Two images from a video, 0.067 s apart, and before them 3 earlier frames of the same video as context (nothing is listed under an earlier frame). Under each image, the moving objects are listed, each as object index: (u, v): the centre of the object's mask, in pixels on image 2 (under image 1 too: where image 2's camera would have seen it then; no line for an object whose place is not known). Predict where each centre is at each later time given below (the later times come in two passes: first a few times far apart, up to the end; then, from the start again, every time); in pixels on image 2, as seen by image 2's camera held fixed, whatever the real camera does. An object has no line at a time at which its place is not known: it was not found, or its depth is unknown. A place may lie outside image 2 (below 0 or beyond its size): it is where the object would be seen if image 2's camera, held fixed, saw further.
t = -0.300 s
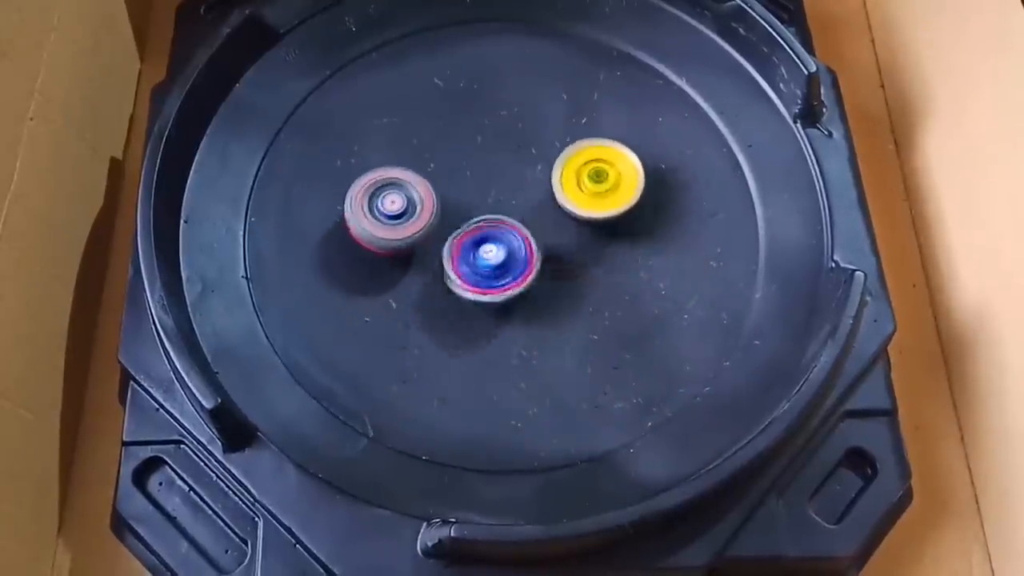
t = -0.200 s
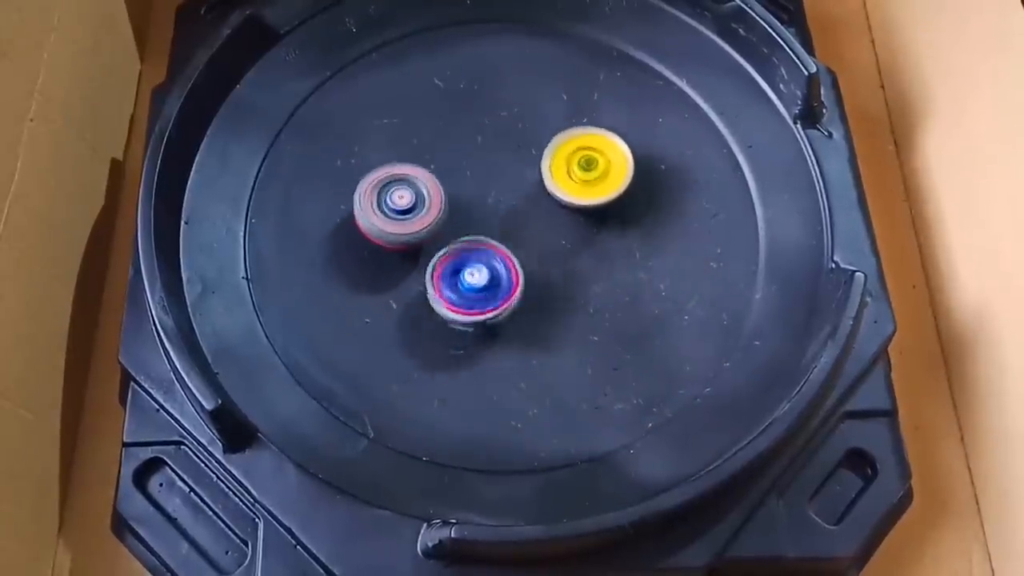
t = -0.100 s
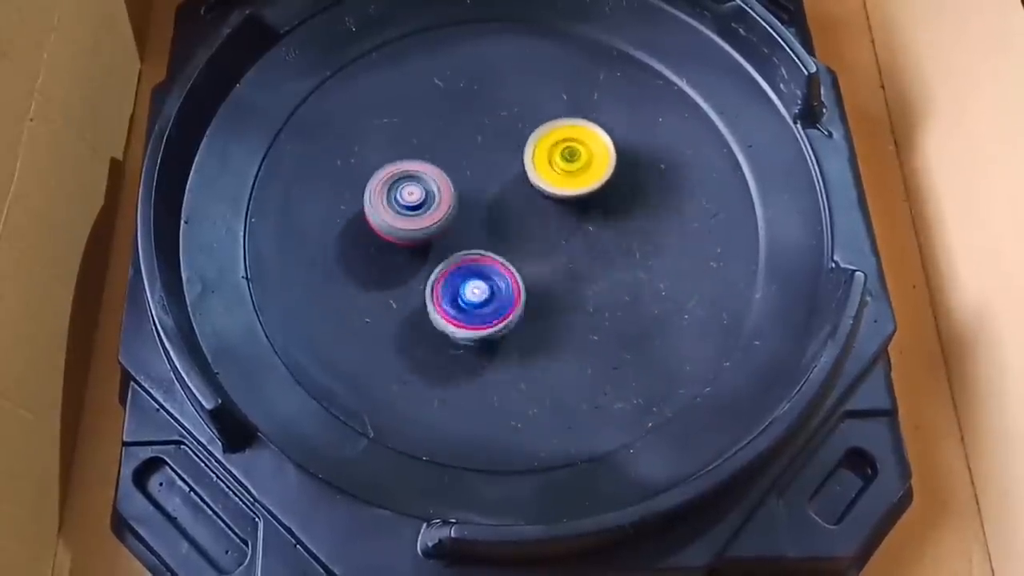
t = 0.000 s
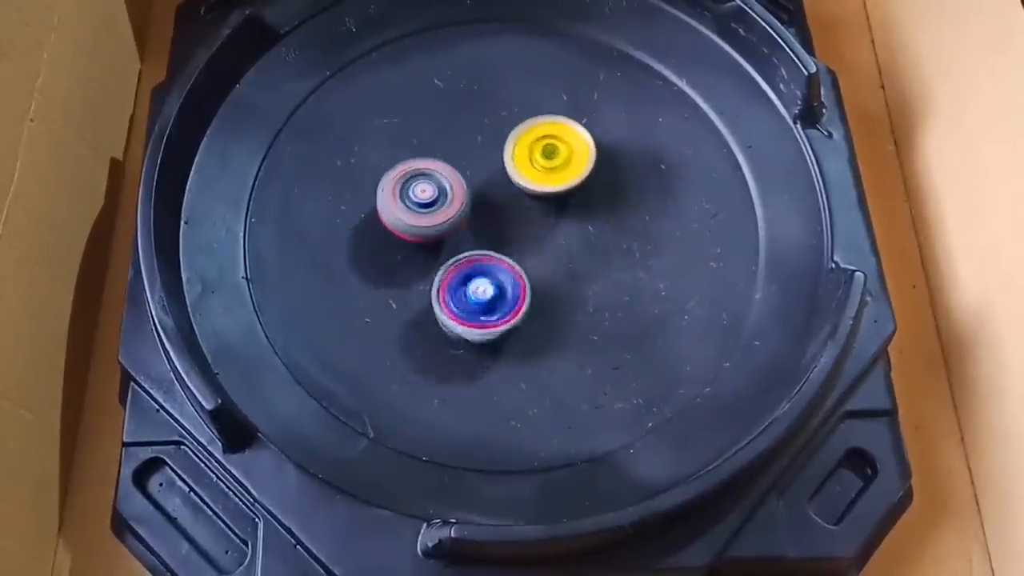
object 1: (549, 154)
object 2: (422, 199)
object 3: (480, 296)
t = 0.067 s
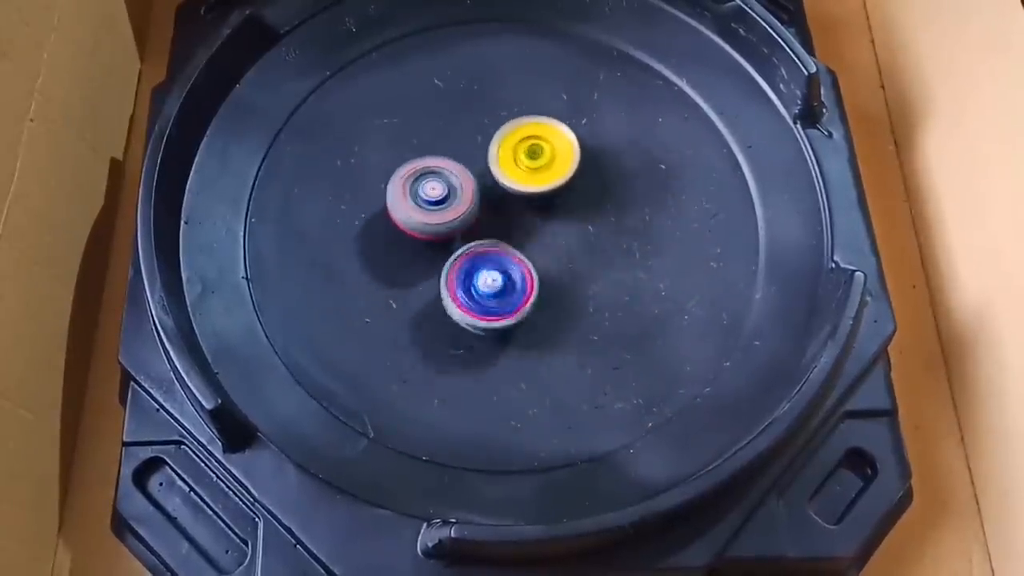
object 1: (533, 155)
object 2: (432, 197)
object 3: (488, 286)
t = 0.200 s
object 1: (527, 150)
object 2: (410, 205)
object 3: (493, 257)
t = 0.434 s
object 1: (509, 126)
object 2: (371, 208)
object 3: (528, 218)
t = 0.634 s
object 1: (479, 110)
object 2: (377, 206)
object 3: (553, 197)
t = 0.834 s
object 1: (452, 127)
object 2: (400, 208)
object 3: (559, 199)
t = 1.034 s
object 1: (482, 141)
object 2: (408, 238)
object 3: (544, 214)
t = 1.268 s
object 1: (510, 147)
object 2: (439, 235)
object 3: (539, 263)
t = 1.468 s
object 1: (533, 162)
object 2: (463, 221)
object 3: (510, 294)
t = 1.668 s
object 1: (583, 160)
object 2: (411, 240)
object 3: (488, 313)
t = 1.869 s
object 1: (601, 176)
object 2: (405, 225)
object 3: (484, 290)
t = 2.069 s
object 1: (601, 200)
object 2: (371, 194)
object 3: (501, 273)
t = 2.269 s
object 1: (605, 212)
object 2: (374, 184)
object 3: (508, 274)
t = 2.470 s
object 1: (605, 208)
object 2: (391, 185)
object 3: (498, 277)
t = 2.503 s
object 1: (600, 207)
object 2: (395, 186)
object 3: (495, 274)
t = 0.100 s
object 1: (526, 156)
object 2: (437, 196)
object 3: (490, 277)
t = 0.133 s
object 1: (525, 154)
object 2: (433, 199)
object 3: (490, 268)
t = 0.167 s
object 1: (529, 151)
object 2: (419, 203)
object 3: (490, 263)
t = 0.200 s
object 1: (527, 150)
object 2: (410, 205)
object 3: (493, 257)
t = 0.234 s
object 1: (522, 149)
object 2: (407, 206)
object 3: (496, 251)
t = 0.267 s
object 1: (518, 150)
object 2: (407, 206)
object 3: (497, 243)
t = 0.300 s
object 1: (514, 151)
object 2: (408, 206)
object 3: (499, 236)
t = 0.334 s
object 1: (513, 142)
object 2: (395, 206)
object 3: (507, 233)
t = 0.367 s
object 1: (513, 134)
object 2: (380, 208)
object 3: (514, 229)
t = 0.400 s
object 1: (511, 128)
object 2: (372, 208)
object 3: (523, 224)
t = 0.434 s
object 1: (509, 126)
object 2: (371, 208)
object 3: (528, 218)
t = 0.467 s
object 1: (506, 123)
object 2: (370, 207)
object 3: (534, 212)
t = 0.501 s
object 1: (502, 121)
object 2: (371, 206)
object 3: (537, 204)
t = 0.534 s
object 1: (498, 121)
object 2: (371, 206)
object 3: (541, 197)
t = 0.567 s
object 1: (490, 115)
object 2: (373, 206)
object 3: (544, 196)
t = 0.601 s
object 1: (484, 112)
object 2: (375, 206)
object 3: (549, 196)
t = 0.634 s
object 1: (479, 110)
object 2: (377, 206)
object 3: (553, 197)
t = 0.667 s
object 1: (473, 111)
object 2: (380, 206)
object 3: (554, 197)
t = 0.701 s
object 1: (467, 111)
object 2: (383, 206)
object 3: (557, 196)
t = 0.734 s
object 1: (462, 113)
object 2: (388, 207)
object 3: (558, 197)
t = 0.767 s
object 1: (457, 117)
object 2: (391, 207)
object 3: (560, 198)
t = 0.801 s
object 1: (454, 121)
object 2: (396, 208)
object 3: (560, 199)
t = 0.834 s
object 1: (452, 127)
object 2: (400, 208)
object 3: (559, 199)
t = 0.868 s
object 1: (451, 133)
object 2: (405, 209)
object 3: (558, 200)
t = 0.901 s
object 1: (458, 132)
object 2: (401, 218)
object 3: (556, 202)
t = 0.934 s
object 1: (466, 132)
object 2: (398, 228)
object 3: (553, 204)
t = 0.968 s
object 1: (472, 135)
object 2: (400, 235)
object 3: (550, 207)
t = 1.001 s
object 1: (477, 138)
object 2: (404, 237)
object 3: (547, 211)
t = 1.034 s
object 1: (482, 141)
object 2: (408, 238)
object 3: (544, 214)
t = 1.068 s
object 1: (487, 145)
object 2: (411, 238)
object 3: (542, 218)
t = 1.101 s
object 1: (492, 148)
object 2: (415, 240)
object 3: (541, 227)
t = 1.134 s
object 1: (494, 144)
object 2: (419, 239)
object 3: (541, 237)
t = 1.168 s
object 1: (498, 144)
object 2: (424, 238)
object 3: (540, 240)
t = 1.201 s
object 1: (502, 144)
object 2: (429, 238)
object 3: (544, 244)
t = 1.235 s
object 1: (506, 146)
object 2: (433, 237)
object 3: (543, 256)
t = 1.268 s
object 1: (510, 147)
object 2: (439, 235)
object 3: (539, 263)
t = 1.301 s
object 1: (515, 149)
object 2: (443, 233)
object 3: (538, 267)
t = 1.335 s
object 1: (519, 150)
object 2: (447, 230)
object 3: (536, 273)
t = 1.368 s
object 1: (523, 154)
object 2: (452, 229)
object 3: (529, 281)
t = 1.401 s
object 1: (526, 156)
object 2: (455, 227)
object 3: (523, 286)
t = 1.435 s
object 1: (530, 159)
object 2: (460, 224)
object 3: (518, 288)
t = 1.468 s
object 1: (533, 162)
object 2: (463, 221)
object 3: (510, 294)
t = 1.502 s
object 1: (544, 158)
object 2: (452, 227)
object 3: (504, 298)
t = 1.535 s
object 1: (558, 156)
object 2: (438, 235)
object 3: (499, 303)
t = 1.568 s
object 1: (567, 157)
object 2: (425, 239)
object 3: (493, 306)
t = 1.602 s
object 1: (574, 158)
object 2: (416, 241)
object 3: (492, 309)
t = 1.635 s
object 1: (578, 159)
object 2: (412, 241)
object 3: (489, 312)
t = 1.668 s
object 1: (583, 160)
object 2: (411, 240)
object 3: (488, 313)
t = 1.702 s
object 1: (587, 162)
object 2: (410, 238)
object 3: (488, 313)
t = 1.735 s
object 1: (591, 164)
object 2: (409, 235)
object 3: (488, 309)
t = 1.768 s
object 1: (595, 166)
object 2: (408, 232)
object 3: (487, 306)
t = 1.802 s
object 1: (597, 170)
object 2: (407, 230)
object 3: (486, 300)
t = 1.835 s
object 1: (600, 173)
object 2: (406, 227)
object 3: (485, 295)
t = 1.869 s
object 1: (601, 176)
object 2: (405, 225)
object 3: (484, 290)
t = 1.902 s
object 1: (603, 180)
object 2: (405, 223)
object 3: (482, 284)
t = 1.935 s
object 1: (603, 183)
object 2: (404, 221)
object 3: (480, 276)
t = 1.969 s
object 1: (604, 188)
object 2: (390, 211)
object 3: (492, 277)
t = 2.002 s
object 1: (603, 192)
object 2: (378, 201)
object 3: (497, 281)
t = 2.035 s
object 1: (602, 196)
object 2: (373, 196)
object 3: (496, 279)
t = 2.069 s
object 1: (601, 200)
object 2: (371, 194)
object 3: (501, 273)
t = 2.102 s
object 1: (599, 204)
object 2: (370, 192)
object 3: (512, 272)
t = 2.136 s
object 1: (596, 209)
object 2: (370, 190)
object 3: (520, 276)
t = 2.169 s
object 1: (593, 213)
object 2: (370, 188)
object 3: (519, 277)
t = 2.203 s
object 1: (593, 215)
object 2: (371, 186)
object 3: (517, 274)
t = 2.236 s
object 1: (601, 212)
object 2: (372, 185)
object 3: (507, 274)
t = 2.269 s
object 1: (605, 212)
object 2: (374, 184)
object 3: (508, 274)
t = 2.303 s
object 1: (608, 211)
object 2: (375, 184)
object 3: (511, 277)
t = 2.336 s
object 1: (610, 210)
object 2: (378, 184)
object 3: (507, 279)
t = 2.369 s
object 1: (610, 210)
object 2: (381, 184)
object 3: (503, 280)
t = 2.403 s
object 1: (609, 209)
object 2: (384, 184)
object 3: (501, 277)
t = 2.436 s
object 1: (607, 208)
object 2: (387, 184)
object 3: (500, 279)
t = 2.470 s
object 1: (605, 208)
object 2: (391, 185)
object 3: (498, 277)
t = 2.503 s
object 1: (600, 207)
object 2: (395, 186)
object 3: (495, 274)
